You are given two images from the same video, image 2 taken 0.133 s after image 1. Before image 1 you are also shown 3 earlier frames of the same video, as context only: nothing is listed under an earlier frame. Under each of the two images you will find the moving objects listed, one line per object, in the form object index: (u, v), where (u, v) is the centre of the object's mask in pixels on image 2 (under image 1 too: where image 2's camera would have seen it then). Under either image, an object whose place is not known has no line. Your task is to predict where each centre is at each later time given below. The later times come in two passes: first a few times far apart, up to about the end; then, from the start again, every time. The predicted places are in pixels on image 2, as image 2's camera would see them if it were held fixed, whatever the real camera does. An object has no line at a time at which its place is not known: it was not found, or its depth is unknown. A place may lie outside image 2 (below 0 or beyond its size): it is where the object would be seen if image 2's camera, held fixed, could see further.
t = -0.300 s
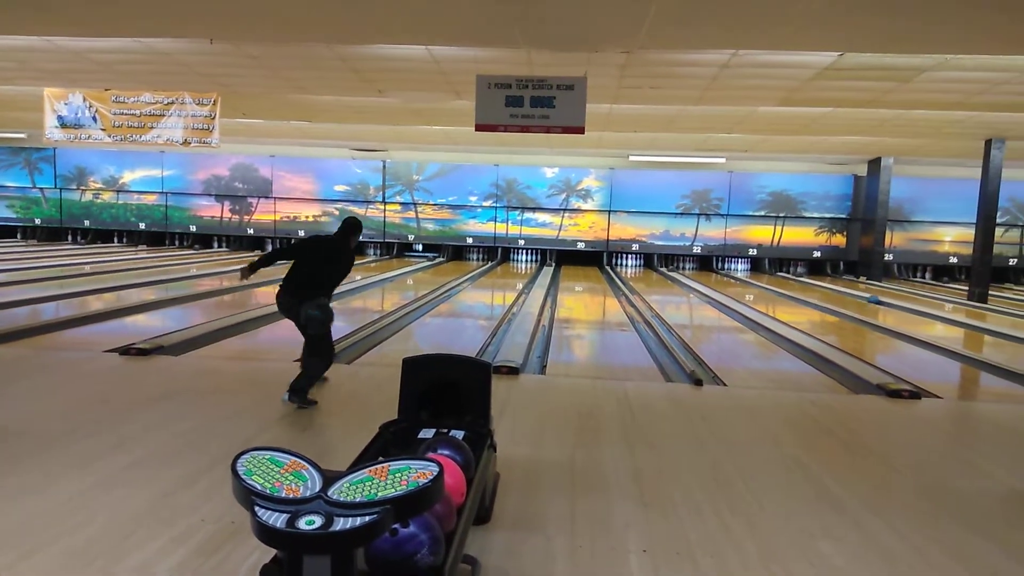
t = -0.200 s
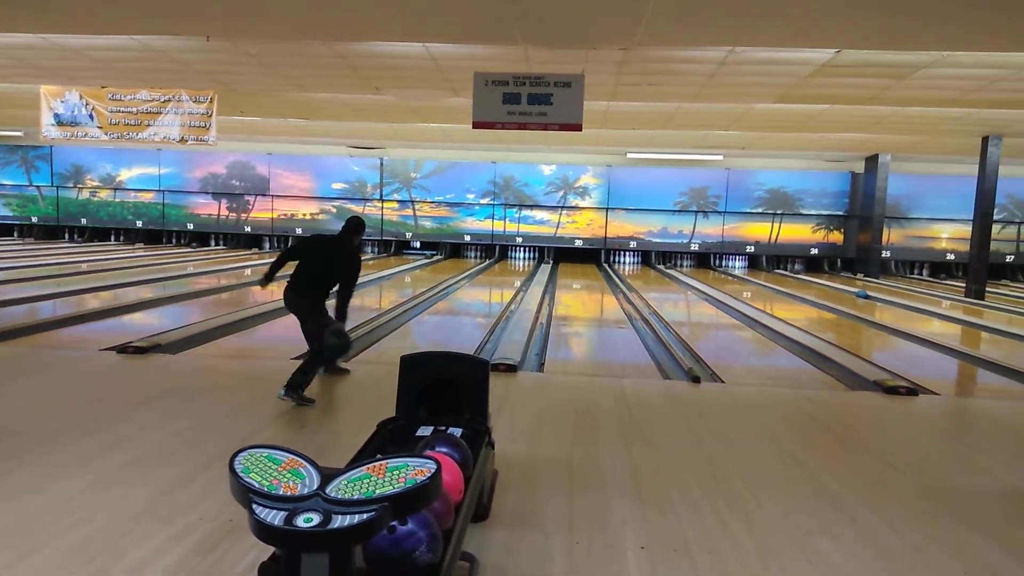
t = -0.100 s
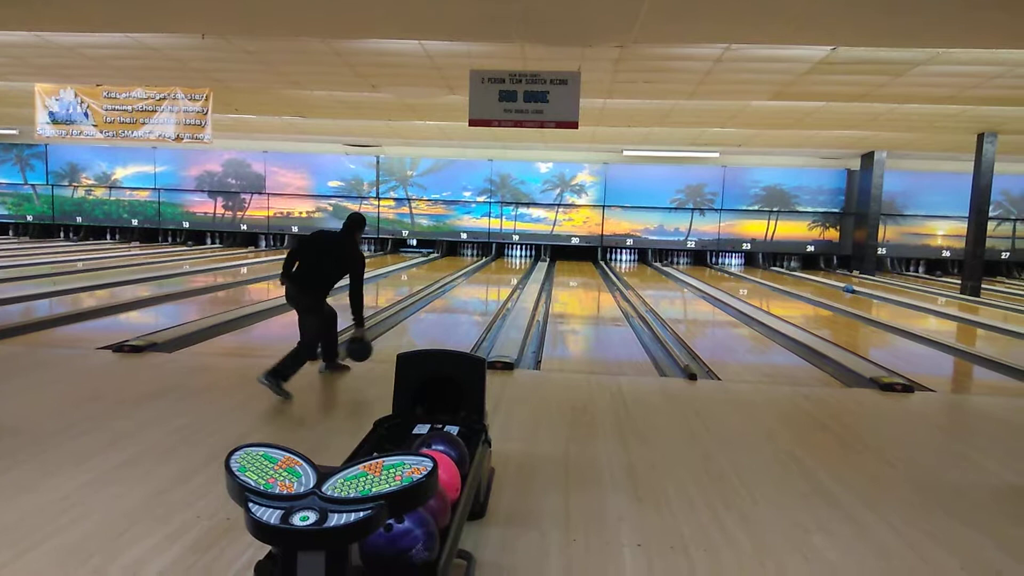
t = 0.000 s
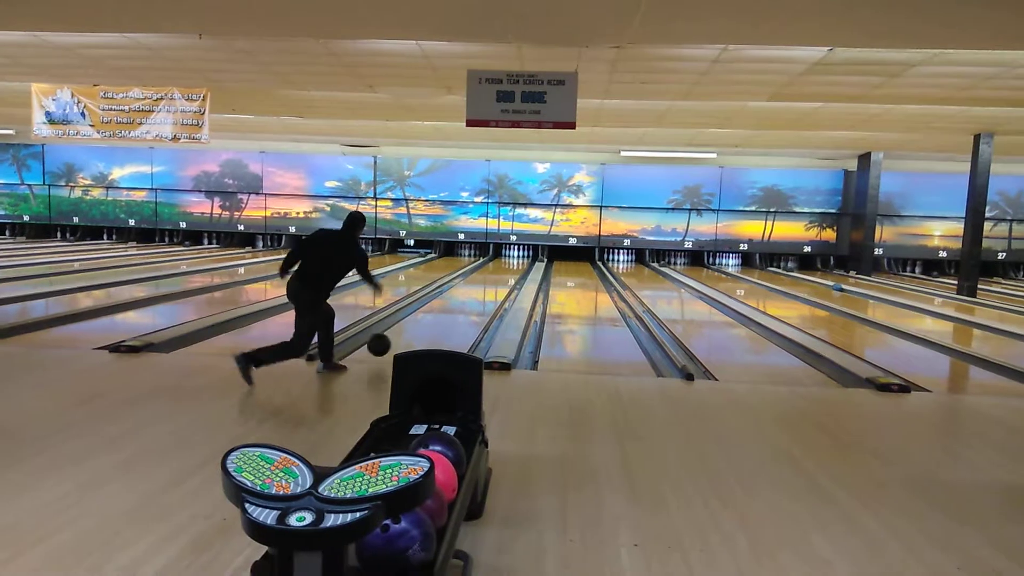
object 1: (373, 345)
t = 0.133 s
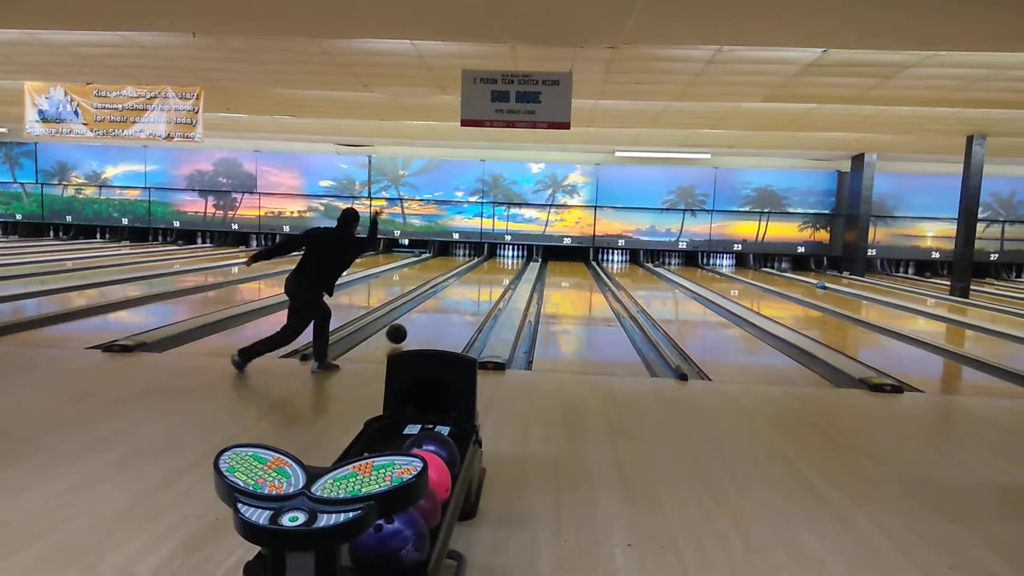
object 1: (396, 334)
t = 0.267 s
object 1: (414, 323)
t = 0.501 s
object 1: (437, 306)
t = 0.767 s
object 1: (456, 293)
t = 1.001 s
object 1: (469, 284)
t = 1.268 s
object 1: (479, 277)
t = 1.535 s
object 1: (486, 271)
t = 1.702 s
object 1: (492, 268)
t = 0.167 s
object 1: (401, 331)
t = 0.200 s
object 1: (406, 328)
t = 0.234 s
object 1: (410, 326)
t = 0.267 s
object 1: (414, 323)
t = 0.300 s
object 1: (418, 320)
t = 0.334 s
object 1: (422, 317)
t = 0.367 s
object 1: (425, 314)
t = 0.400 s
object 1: (428, 312)
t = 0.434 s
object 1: (432, 310)
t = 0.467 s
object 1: (435, 308)
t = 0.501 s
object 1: (437, 306)
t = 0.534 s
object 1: (440, 304)
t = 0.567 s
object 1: (442, 303)
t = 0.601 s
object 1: (445, 301)
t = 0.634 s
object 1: (447, 299)
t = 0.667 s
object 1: (450, 297)
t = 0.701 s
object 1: (452, 296)
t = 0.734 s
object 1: (454, 294)
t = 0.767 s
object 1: (456, 293)
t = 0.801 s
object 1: (458, 292)
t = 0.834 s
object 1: (460, 291)
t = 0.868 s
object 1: (462, 289)
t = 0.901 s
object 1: (463, 288)
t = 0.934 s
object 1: (465, 287)
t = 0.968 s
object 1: (467, 285)
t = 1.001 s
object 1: (469, 284)
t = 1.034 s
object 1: (470, 283)
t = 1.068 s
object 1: (471, 282)
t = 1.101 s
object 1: (472, 282)
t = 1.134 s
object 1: (474, 281)
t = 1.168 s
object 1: (475, 280)
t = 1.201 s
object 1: (477, 279)
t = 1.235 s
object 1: (477, 278)
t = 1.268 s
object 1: (479, 277)
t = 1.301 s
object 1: (480, 276)
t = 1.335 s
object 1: (481, 275)
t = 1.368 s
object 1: (482, 274)
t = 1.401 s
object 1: (483, 274)
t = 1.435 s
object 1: (484, 273)
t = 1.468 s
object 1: (485, 273)
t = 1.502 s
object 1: (485, 272)
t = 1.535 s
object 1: (486, 271)
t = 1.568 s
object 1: (487, 270)
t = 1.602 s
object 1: (489, 269)
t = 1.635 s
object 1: (489, 269)
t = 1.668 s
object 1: (490, 268)
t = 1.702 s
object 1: (492, 268)
